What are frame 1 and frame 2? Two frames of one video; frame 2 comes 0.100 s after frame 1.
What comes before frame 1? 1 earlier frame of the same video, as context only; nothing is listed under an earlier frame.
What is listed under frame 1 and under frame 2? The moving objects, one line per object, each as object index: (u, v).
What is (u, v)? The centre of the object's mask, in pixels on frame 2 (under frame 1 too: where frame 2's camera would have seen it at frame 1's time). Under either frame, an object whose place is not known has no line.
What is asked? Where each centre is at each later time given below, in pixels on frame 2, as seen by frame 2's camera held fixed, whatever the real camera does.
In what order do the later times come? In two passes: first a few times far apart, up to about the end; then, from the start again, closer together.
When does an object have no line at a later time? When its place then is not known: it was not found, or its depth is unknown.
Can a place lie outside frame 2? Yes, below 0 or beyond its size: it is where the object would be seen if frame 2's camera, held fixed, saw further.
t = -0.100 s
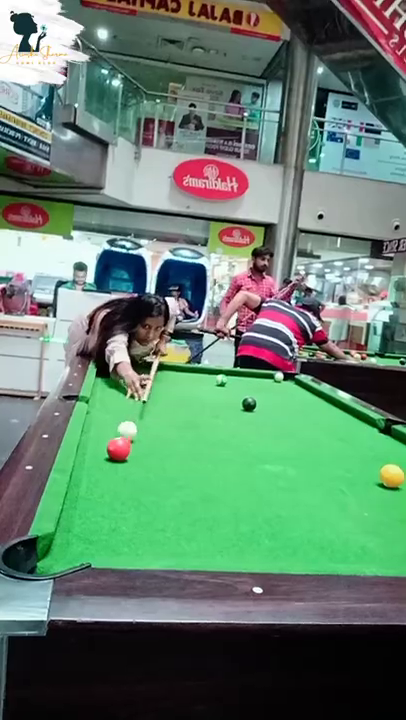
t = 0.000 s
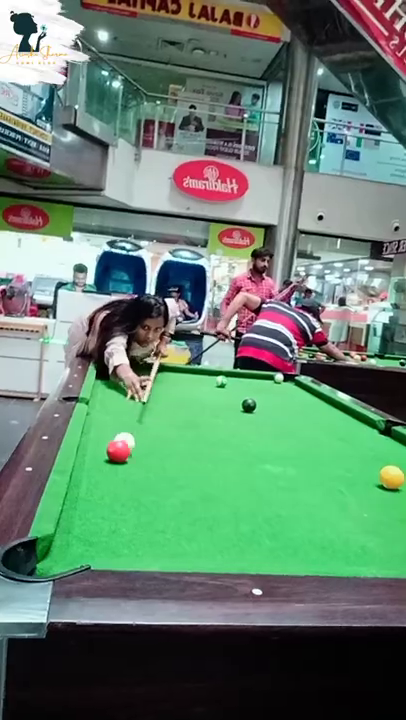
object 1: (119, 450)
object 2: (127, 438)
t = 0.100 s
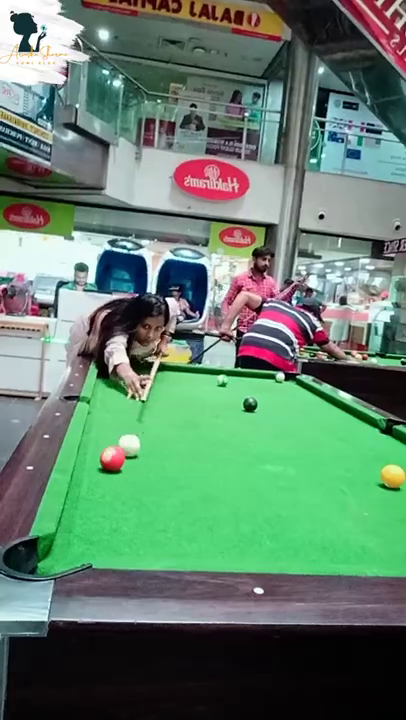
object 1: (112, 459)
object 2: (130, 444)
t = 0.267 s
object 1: (100, 474)
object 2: (134, 451)
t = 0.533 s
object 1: (81, 501)
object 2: (142, 459)
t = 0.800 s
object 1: (87, 532)
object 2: (149, 465)
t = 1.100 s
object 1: (77, 550)
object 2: (155, 470)
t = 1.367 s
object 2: (160, 472)
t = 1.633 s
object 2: (161, 472)
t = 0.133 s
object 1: (110, 462)
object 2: (130, 446)
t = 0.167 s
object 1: (108, 464)
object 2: (131, 448)
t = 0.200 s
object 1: (105, 467)
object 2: (132, 449)
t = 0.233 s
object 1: (103, 471)
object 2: (133, 450)
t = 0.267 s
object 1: (100, 474)
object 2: (134, 451)
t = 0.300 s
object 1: (98, 476)
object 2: (135, 452)
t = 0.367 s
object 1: (92, 483)
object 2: (137, 454)
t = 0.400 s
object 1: (89, 487)
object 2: (138, 455)
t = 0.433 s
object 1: (86, 490)
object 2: (139, 456)
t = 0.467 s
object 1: (83, 494)
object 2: (140, 457)
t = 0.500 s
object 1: (80, 498)
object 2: (141, 458)
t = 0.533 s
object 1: (81, 501)
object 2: (142, 459)
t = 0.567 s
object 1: (82, 505)
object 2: (143, 460)
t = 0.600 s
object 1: (82, 508)
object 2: (143, 460)
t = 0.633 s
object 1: (83, 513)
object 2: (144, 462)
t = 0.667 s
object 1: (84, 516)
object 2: (146, 462)
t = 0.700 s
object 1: (85, 520)
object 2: (147, 463)
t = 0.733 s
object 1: (86, 524)
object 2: (147, 464)
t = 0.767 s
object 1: (87, 528)
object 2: (148, 464)
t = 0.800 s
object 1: (87, 532)
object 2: (149, 465)
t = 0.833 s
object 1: (88, 537)
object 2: (150, 466)
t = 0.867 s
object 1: (89, 540)
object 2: (150, 466)
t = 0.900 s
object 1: (89, 543)
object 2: (151, 467)
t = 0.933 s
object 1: (90, 546)
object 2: (152, 468)
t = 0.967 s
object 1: (91, 548)
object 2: (153, 468)
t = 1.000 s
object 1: (90, 550)
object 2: (154, 469)
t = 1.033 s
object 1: (85, 550)
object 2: (154, 469)
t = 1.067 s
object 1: (81, 550)
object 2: (155, 469)
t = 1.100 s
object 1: (77, 550)
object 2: (155, 470)
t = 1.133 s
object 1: (72, 549)
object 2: (156, 470)
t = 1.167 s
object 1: (68, 549)
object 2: (157, 471)
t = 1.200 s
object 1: (64, 549)
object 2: (157, 471)
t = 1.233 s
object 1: (60, 549)
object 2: (158, 471)
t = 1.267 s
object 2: (159, 471)
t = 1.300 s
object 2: (159, 472)
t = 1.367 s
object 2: (160, 472)
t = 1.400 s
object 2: (161, 472)
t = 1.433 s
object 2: (161, 472)
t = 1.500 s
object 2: (161, 472)
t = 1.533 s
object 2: (161, 472)
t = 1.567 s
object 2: (161, 472)
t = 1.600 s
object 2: (161, 472)
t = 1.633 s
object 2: (161, 472)
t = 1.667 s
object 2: (161, 472)
